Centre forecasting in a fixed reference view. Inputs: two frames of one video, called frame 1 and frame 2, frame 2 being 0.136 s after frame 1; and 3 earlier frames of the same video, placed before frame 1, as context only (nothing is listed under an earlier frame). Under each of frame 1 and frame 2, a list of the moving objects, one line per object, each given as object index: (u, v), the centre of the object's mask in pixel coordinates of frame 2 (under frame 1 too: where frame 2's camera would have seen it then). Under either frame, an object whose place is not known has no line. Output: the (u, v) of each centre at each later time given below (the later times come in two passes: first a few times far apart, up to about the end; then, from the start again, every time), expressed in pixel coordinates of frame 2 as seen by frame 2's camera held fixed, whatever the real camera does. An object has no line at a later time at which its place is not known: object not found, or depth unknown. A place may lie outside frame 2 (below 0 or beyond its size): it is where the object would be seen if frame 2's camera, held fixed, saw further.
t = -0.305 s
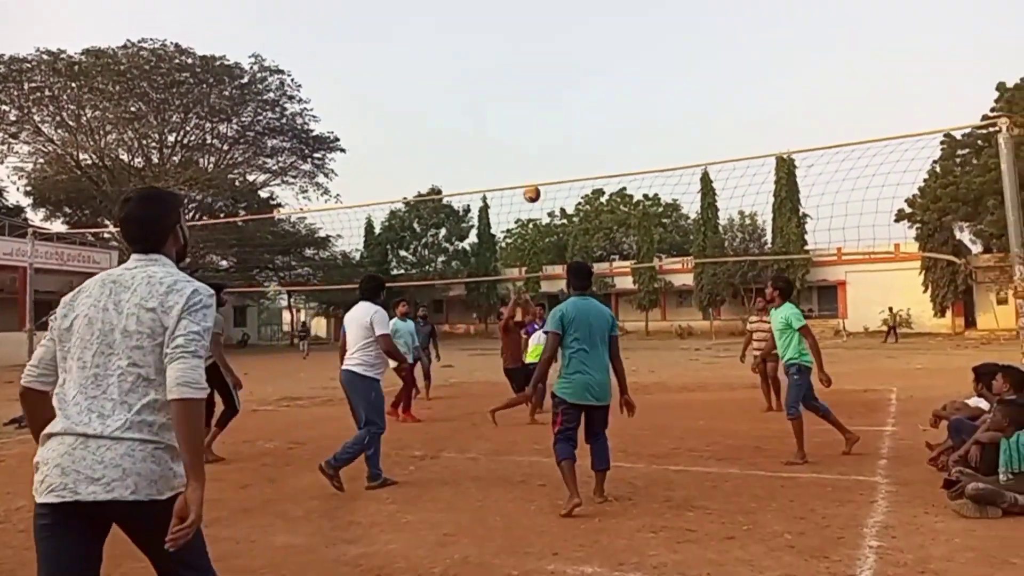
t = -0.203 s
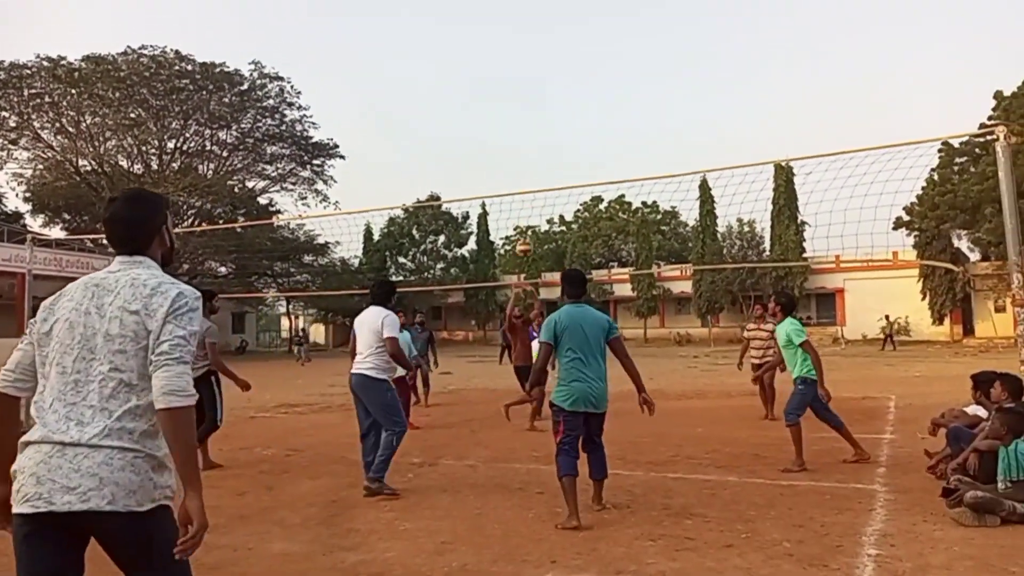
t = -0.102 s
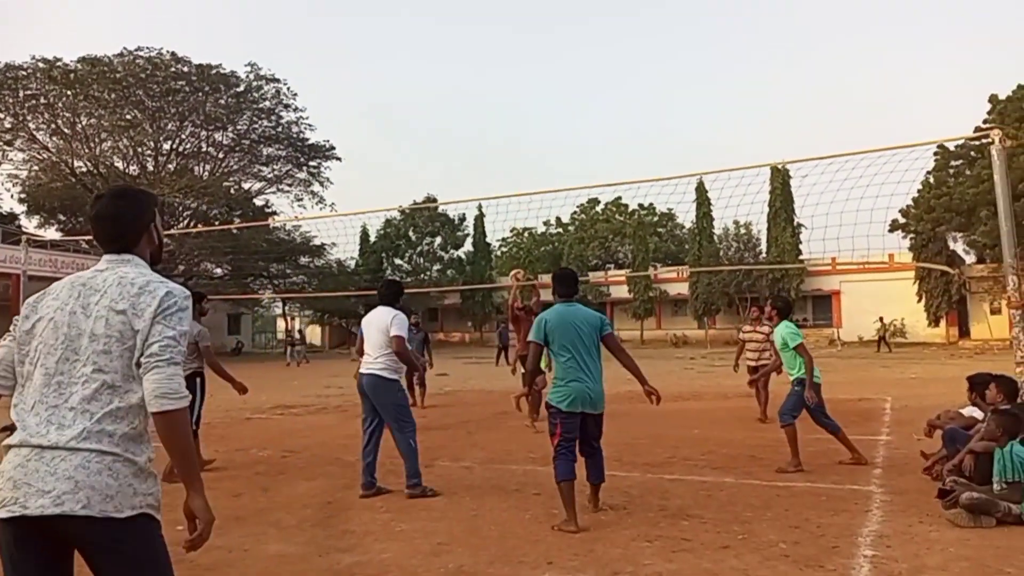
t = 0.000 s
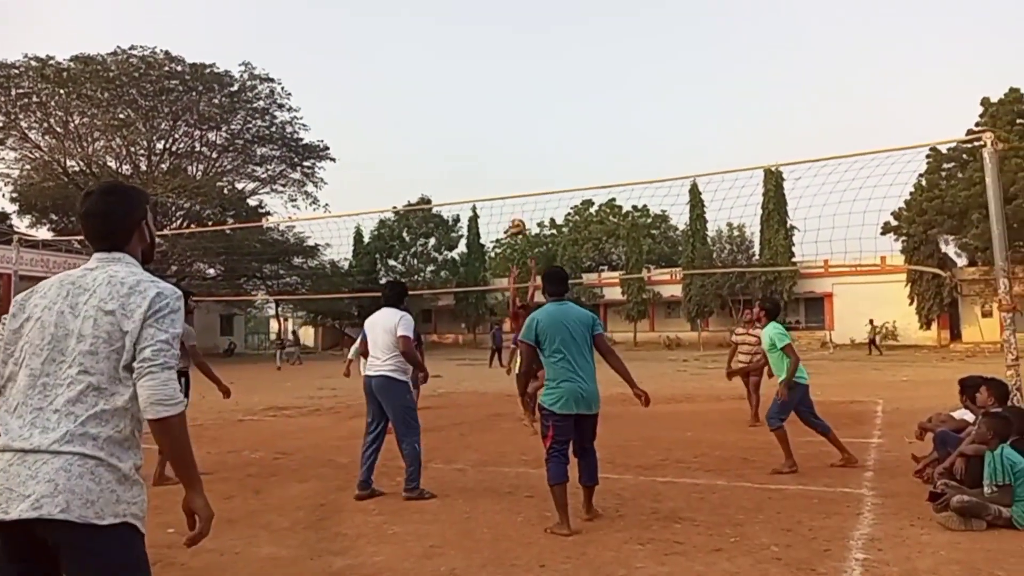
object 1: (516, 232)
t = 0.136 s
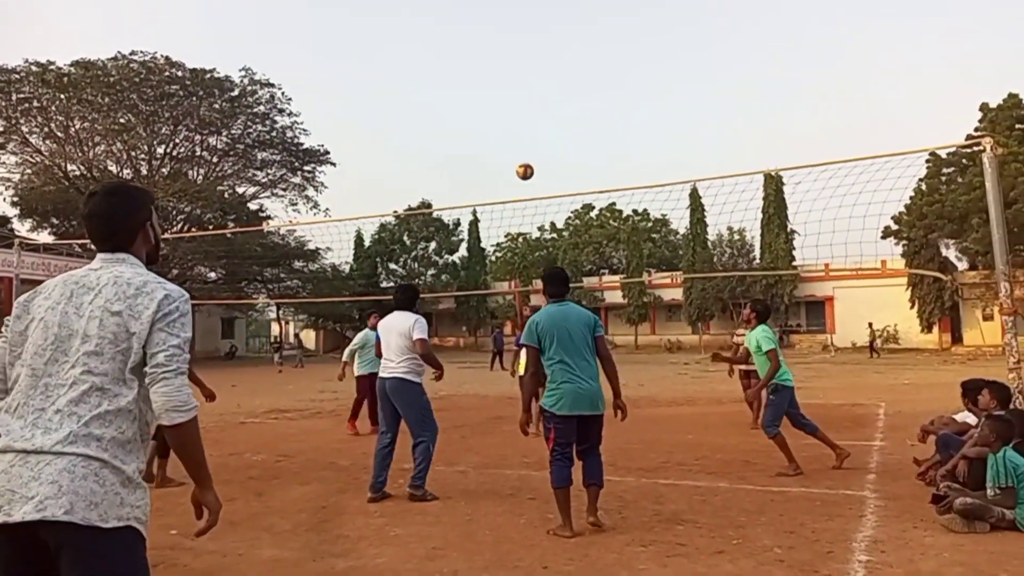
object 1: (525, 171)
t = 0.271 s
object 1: (533, 124)
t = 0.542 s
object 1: (550, 69)
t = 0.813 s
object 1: (566, 76)
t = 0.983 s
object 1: (579, 118)
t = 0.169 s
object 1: (527, 158)
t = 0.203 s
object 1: (529, 146)
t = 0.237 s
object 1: (531, 135)
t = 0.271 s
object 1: (533, 124)
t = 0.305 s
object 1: (535, 114)
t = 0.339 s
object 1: (537, 105)
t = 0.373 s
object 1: (540, 97)
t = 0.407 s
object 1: (542, 89)
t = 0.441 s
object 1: (544, 83)
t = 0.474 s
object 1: (546, 77)
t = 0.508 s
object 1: (548, 73)
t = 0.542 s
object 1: (550, 69)
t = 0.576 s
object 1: (552, 67)
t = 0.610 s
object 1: (554, 65)
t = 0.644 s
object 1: (556, 64)
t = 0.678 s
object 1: (558, 64)
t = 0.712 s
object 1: (559, 66)
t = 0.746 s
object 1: (562, 68)
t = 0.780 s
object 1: (564, 72)
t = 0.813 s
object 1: (566, 76)
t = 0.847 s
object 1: (569, 83)
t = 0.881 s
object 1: (571, 89)
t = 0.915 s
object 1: (574, 98)
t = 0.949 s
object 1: (576, 107)
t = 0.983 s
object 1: (579, 118)
